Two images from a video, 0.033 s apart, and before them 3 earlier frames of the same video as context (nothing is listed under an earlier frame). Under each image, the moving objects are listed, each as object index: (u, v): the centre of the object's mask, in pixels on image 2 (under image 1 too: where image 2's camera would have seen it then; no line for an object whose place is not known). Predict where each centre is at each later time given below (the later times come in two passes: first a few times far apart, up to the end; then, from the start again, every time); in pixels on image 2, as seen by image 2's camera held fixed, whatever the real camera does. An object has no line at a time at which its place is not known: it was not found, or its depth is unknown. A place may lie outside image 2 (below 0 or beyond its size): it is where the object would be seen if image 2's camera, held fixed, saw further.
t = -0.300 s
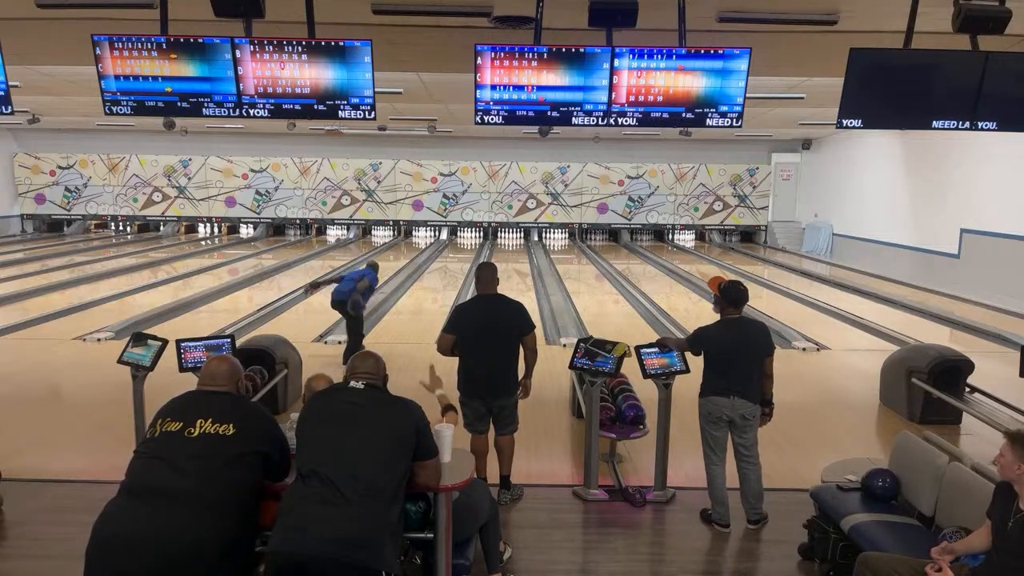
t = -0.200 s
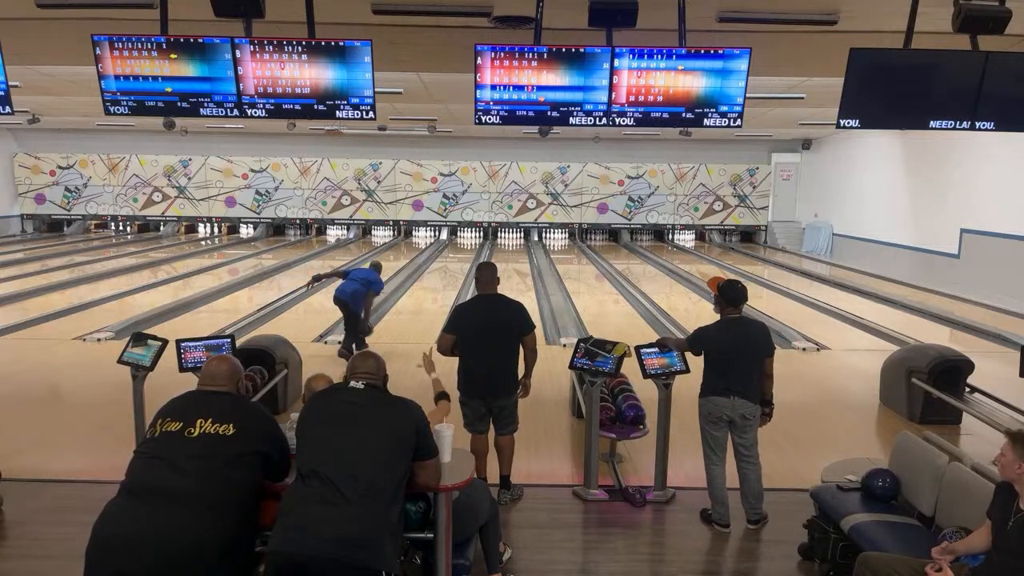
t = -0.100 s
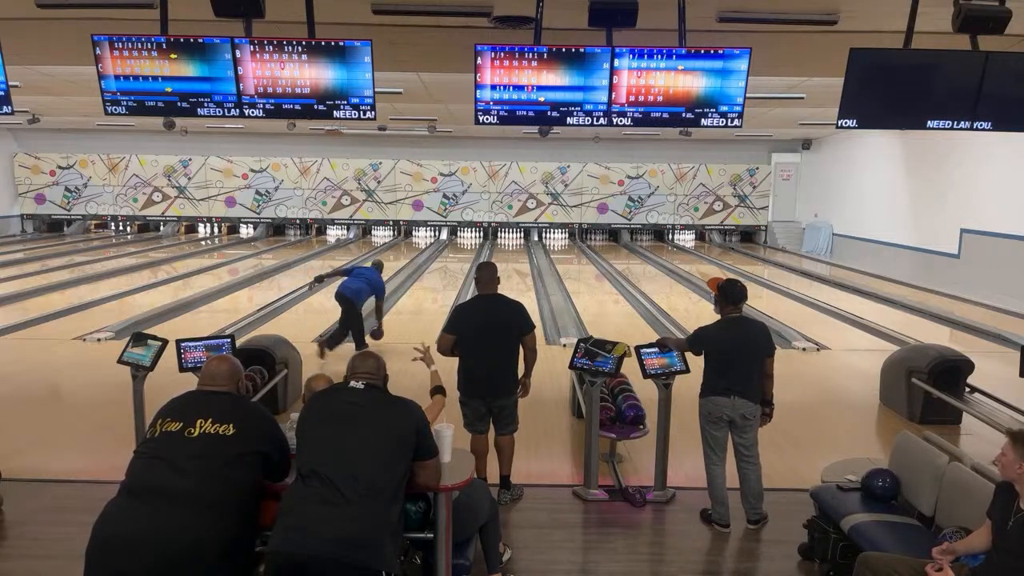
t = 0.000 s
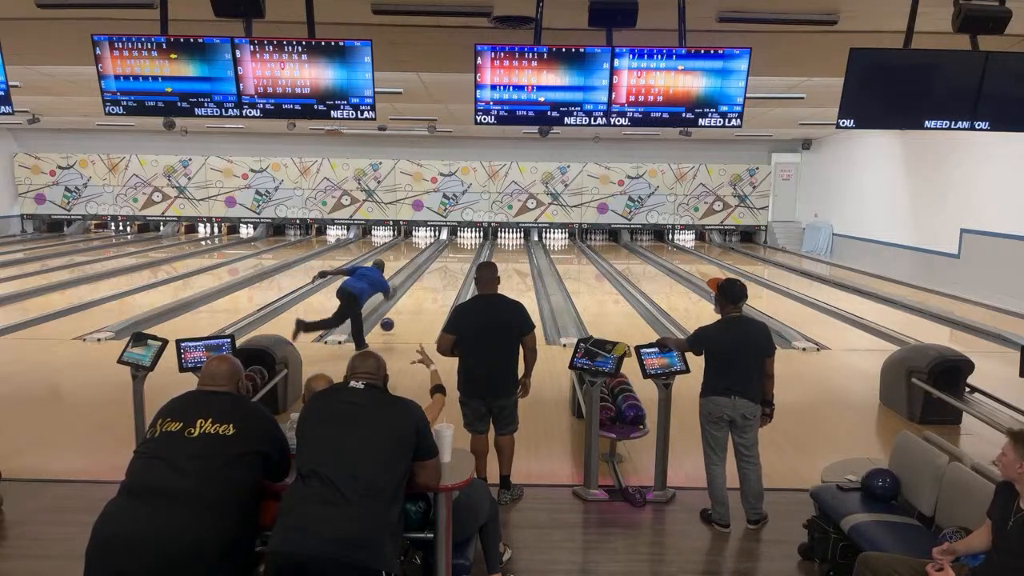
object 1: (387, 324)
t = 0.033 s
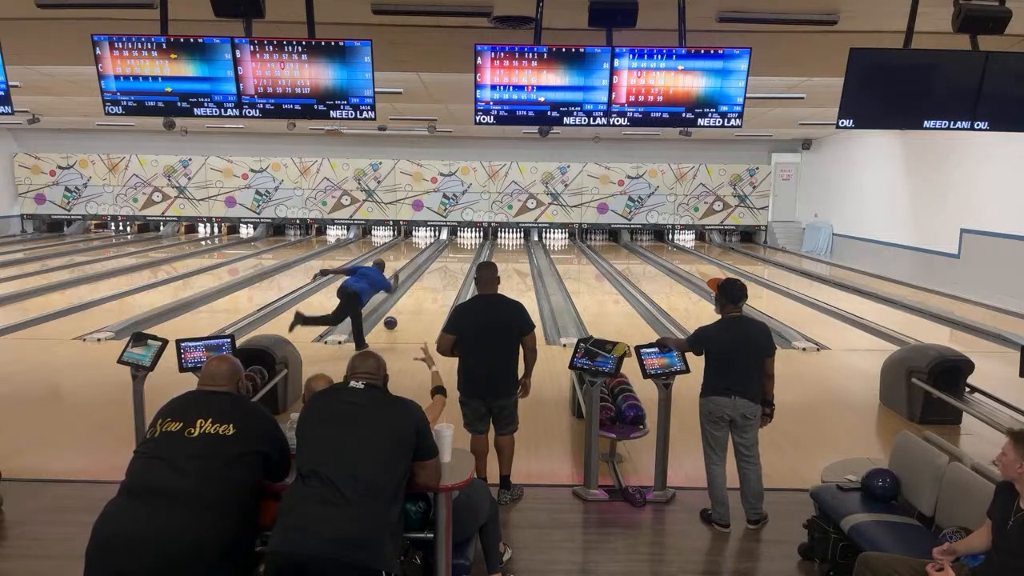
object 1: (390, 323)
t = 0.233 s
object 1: (407, 308)
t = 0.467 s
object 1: (422, 292)
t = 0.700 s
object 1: (434, 280)
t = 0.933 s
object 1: (443, 271)
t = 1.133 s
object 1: (450, 264)
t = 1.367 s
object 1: (456, 257)
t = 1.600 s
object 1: (461, 252)
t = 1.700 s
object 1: (462, 249)
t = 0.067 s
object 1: (393, 321)
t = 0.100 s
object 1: (397, 319)
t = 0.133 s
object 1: (399, 316)
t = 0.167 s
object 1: (402, 313)
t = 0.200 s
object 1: (405, 310)
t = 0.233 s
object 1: (407, 308)
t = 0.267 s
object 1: (409, 305)
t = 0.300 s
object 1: (412, 303)
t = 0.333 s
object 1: (414, 301)
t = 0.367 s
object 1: (416, 298)
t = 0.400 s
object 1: (418, 296)
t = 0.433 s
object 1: (420, 294)
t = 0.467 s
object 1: (422, 292)
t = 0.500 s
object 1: (424, 290)
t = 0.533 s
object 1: (426, 289)
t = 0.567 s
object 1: (427, 287)
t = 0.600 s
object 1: (429, 285)
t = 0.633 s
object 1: (431, 284)
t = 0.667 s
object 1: (432, 282)
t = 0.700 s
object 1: (434, 280)
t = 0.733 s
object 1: (435, 279)
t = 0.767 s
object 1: (437, 277)
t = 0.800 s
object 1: (438, 276)
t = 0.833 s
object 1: (439, 275)
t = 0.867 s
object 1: (441, 273)
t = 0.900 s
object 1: (442, 272)
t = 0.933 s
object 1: (443, 271)
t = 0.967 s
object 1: (444, 270)
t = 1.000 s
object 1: (446, 268)
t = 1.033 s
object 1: (447, 267)
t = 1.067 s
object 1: (448, 266)
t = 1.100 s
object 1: (449, 265)
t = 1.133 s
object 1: (450, 264)
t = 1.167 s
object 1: (451, 263)
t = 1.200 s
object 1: (451, 262)
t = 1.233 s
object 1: (452, 261)
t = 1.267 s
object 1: (453, 260)
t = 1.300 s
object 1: (454, 259)
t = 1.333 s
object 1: (455, 258)
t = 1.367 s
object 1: (456, 257)
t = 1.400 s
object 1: (457, 256)
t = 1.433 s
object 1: (457, 255)
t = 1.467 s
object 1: (458, 255)
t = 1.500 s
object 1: (459, 254)
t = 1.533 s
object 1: (460, 253)
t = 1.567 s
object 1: (460, 252)
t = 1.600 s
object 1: (461, 252)
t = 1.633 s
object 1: (461, 251)
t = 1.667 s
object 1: (462, 250)
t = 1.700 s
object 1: (462, 249)
